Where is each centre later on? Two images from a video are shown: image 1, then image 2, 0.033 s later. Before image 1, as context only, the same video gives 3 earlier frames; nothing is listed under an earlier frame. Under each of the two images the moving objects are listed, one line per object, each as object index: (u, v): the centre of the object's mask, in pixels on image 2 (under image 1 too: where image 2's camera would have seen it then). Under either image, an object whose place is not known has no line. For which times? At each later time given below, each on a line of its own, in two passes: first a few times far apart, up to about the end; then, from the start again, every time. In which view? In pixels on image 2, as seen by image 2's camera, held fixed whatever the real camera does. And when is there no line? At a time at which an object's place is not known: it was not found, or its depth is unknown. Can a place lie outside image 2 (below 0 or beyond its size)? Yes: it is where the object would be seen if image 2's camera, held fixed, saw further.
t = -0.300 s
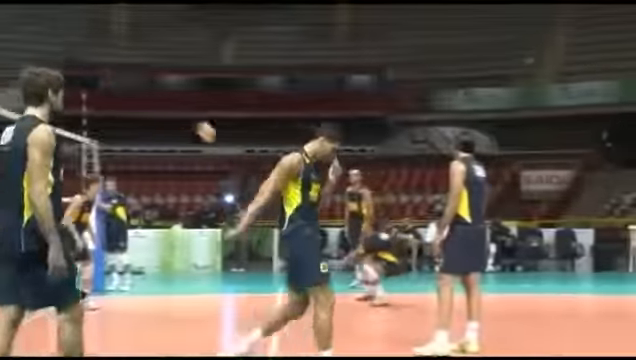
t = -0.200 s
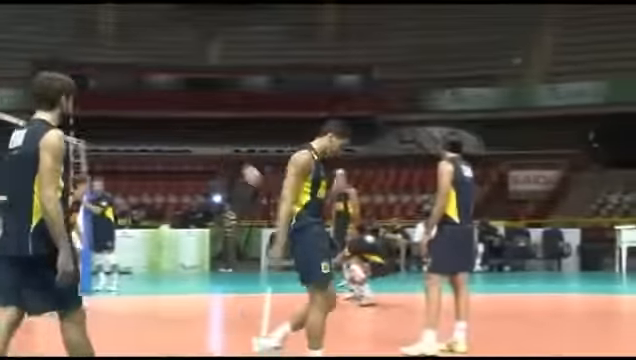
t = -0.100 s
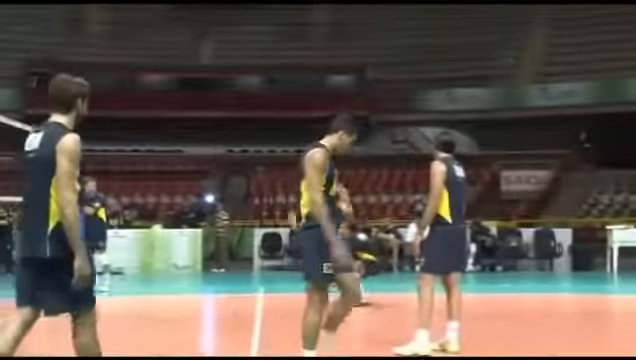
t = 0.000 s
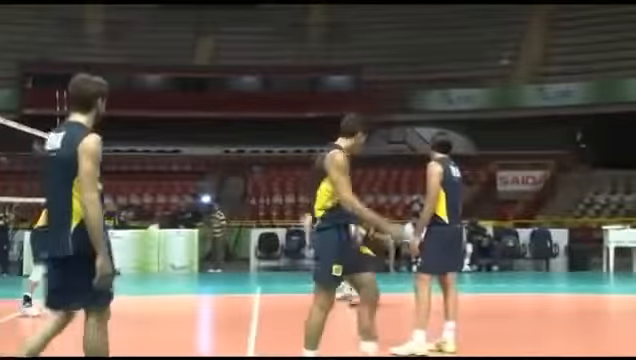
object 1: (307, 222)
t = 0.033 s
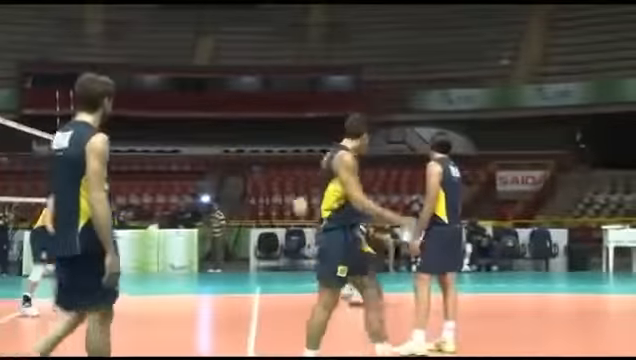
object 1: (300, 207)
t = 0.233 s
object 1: (256, 125)
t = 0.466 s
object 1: (197, 63)
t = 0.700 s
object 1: (136, 38)
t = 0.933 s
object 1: (76, 53)
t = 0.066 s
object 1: (293, 190)
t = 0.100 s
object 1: (287, 176)
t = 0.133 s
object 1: (279, 162)
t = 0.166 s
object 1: (272, 149)
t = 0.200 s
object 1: (265, 136)
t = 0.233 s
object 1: (256, 125)
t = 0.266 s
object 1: (248, 114)
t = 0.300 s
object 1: (240, 103)
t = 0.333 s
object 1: (231, 93)
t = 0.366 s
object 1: (223, 85)
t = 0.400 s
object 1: (214, 77)
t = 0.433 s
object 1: (205, 70)
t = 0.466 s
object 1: (197, 63)
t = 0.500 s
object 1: (187, 57)
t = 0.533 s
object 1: (179, 52)
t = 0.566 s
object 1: (169, 48)
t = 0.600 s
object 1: (161, 44)
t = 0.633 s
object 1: (153, 41)
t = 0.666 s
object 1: (144, 38)
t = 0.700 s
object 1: (136, 38)
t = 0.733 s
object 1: (127, 38)
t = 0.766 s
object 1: (118, 38)
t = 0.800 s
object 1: (109, 39)
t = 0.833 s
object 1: (101, 41)
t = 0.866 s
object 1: (92, 44)
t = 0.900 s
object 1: (84, 47)
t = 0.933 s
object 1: (76, 53)
